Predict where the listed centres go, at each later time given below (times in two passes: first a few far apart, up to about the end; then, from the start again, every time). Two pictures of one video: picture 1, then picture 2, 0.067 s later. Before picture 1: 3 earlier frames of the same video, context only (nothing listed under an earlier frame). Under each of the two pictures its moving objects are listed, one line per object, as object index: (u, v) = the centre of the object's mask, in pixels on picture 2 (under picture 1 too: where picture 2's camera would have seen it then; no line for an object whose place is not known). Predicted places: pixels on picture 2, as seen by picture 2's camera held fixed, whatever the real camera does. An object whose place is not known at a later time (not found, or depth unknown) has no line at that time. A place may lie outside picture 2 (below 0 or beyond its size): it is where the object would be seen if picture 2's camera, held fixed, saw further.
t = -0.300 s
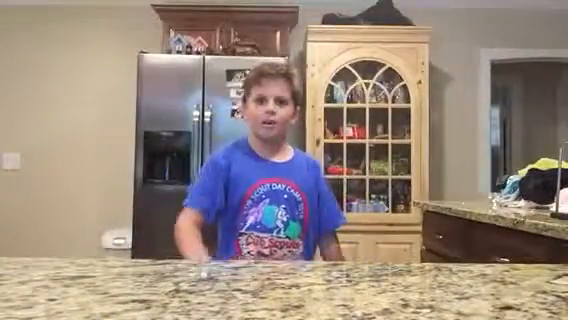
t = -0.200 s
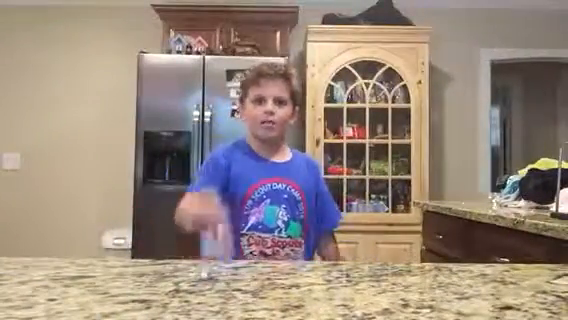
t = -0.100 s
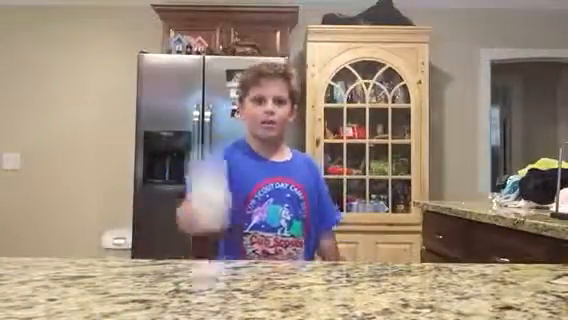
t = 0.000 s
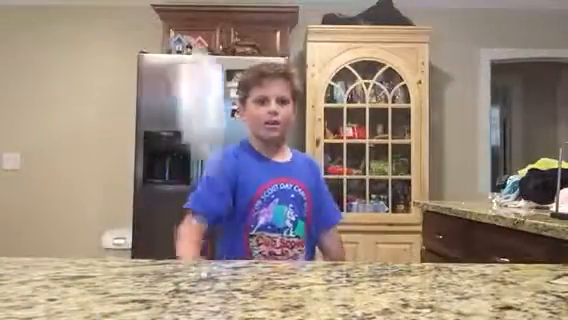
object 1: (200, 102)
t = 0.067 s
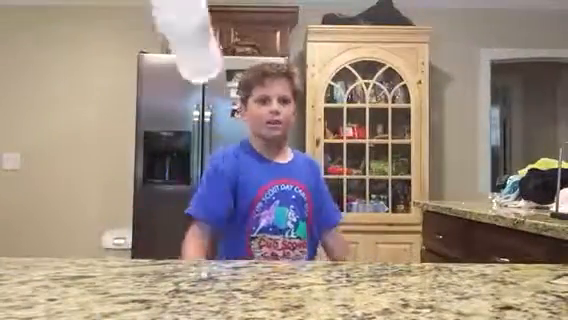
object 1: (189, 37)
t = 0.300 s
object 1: (155, 161)
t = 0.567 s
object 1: (106, 168)
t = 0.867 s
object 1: (113, 174)
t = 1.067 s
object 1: (113, 174)
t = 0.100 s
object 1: (188, 38)
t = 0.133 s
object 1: (187, 42)
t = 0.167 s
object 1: (182, 48)
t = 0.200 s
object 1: (174, 61)
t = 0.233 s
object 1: (168, 79)
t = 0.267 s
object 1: (162, 107)
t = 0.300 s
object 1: (155, 161)
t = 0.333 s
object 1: (146, 176)
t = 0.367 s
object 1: (141, 177)
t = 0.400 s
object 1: (132, 172)
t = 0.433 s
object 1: (122, 170)
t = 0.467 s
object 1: (115, 167)
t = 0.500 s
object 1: (111, 167)
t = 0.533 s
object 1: (108, 166)
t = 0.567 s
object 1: (106, 168)
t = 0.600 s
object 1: (106, 171)
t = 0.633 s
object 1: (114, 173)
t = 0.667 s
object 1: (114, 173)
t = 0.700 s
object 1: (112, 174)
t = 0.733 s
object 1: (113, 174)
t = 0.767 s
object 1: (113, 174)
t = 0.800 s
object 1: (113, 174)
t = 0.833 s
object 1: (113, 174)
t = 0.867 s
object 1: (113, 174)
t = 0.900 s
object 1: (113, 174)
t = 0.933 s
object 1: (113, 174)
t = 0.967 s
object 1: (113, 174)
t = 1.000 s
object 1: (113, 174)
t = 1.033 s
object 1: (113, 174)
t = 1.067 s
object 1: (113, 174)
